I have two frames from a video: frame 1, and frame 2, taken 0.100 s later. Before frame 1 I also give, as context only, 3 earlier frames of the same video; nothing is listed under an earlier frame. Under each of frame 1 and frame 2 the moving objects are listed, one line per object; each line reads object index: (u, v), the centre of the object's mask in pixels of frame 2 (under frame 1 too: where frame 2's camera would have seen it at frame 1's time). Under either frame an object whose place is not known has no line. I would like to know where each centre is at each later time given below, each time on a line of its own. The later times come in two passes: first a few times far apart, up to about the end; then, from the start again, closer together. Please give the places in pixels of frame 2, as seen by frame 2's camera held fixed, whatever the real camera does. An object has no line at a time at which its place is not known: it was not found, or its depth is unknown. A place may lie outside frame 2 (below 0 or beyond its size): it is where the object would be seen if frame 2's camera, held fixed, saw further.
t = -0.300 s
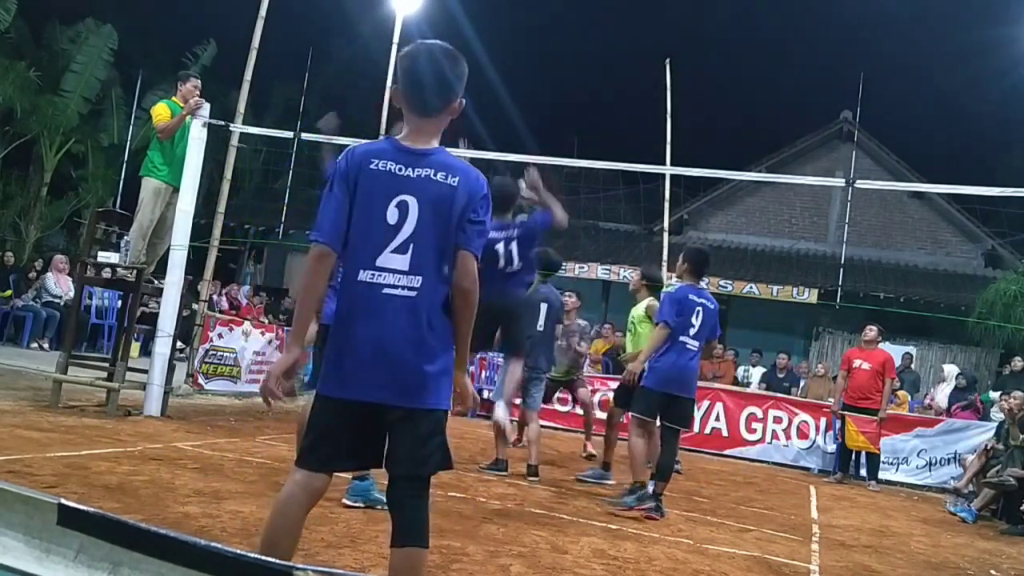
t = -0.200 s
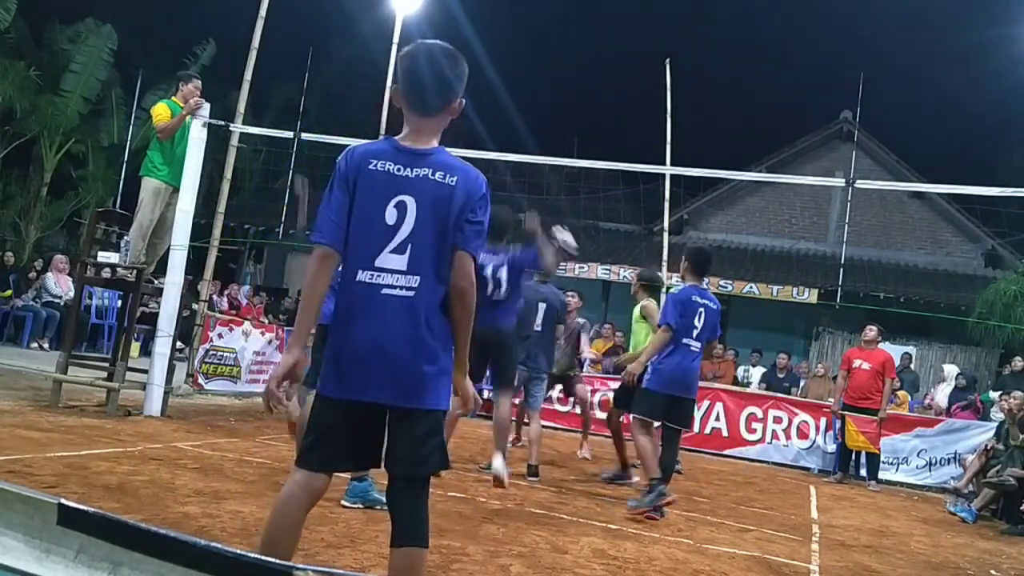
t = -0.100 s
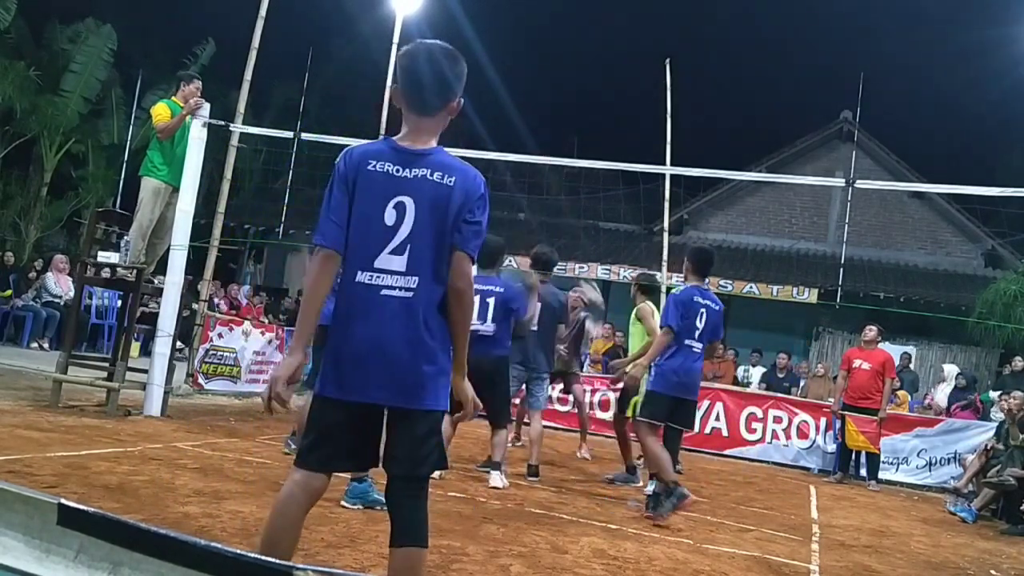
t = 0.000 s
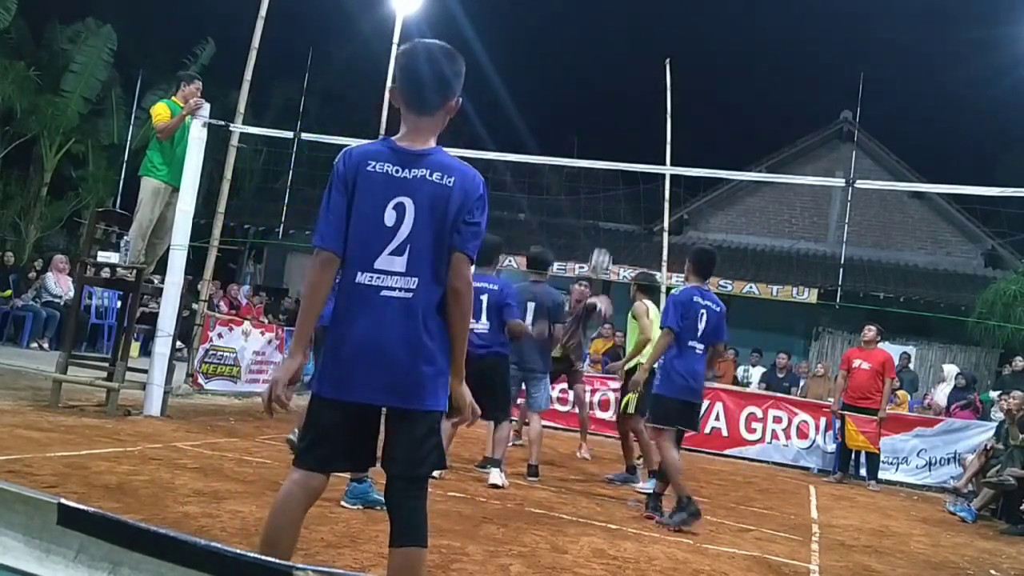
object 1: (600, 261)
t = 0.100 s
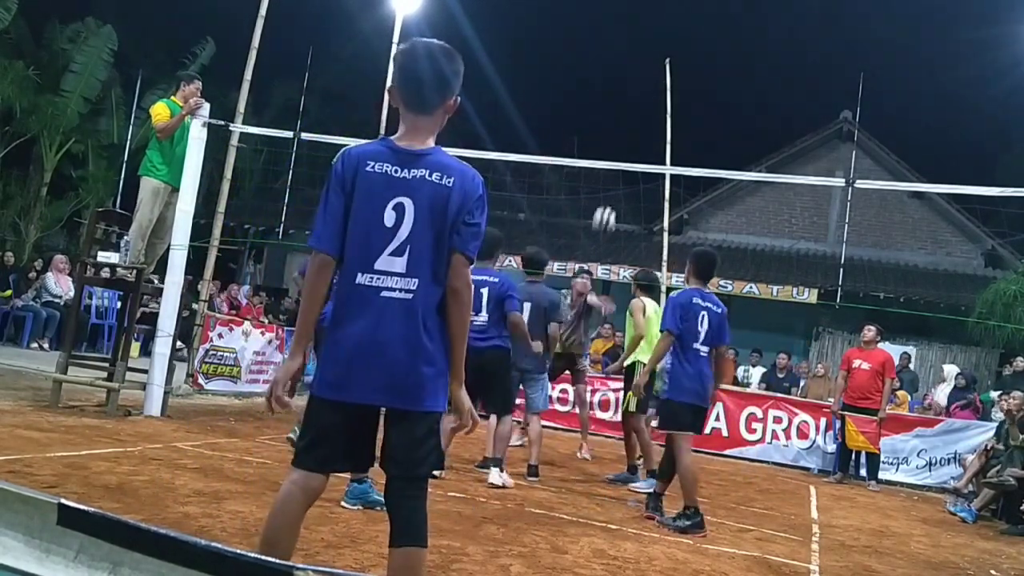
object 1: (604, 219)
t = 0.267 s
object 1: (607, 176)
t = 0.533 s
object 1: (603, 156)
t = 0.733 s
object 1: (592, 194)
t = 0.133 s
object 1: (605, 208)
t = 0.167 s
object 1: (606, 196)
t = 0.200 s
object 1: (607, 187)
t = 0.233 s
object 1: (607, 181)
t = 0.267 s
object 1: (607, 176)
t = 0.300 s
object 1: (607, 168)
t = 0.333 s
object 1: (608, 157)
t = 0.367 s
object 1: (607, 156)
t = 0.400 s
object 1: (607, 154)
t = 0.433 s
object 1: (606, 154)
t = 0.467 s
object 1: (605, 154)
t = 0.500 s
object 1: (604, 154)
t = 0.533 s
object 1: (603, 156)
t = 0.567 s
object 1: (602, 157)
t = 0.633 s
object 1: (598, 174)
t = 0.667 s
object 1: (597, 177)
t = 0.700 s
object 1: (594, 184)
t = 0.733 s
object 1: (592, 194)
